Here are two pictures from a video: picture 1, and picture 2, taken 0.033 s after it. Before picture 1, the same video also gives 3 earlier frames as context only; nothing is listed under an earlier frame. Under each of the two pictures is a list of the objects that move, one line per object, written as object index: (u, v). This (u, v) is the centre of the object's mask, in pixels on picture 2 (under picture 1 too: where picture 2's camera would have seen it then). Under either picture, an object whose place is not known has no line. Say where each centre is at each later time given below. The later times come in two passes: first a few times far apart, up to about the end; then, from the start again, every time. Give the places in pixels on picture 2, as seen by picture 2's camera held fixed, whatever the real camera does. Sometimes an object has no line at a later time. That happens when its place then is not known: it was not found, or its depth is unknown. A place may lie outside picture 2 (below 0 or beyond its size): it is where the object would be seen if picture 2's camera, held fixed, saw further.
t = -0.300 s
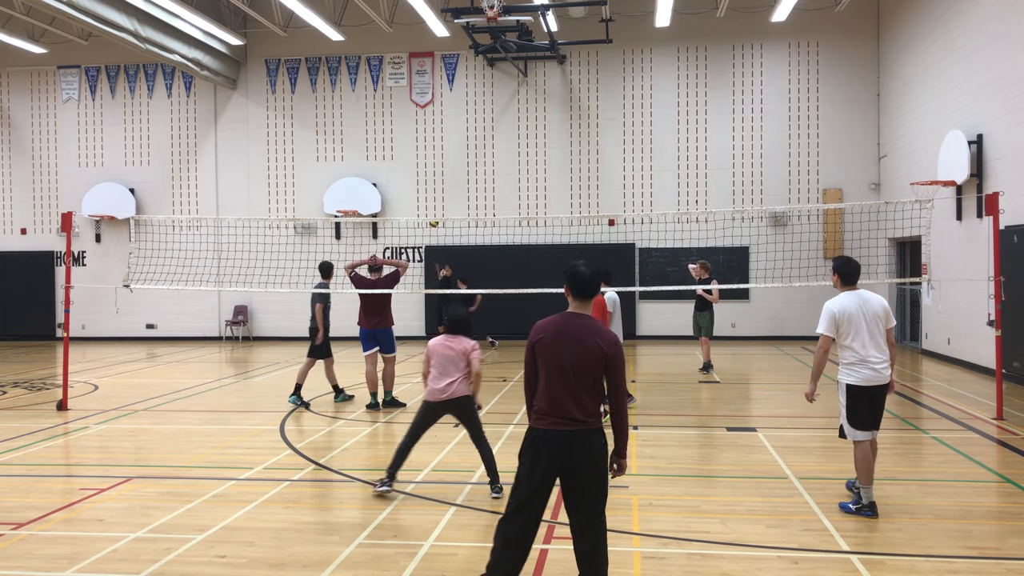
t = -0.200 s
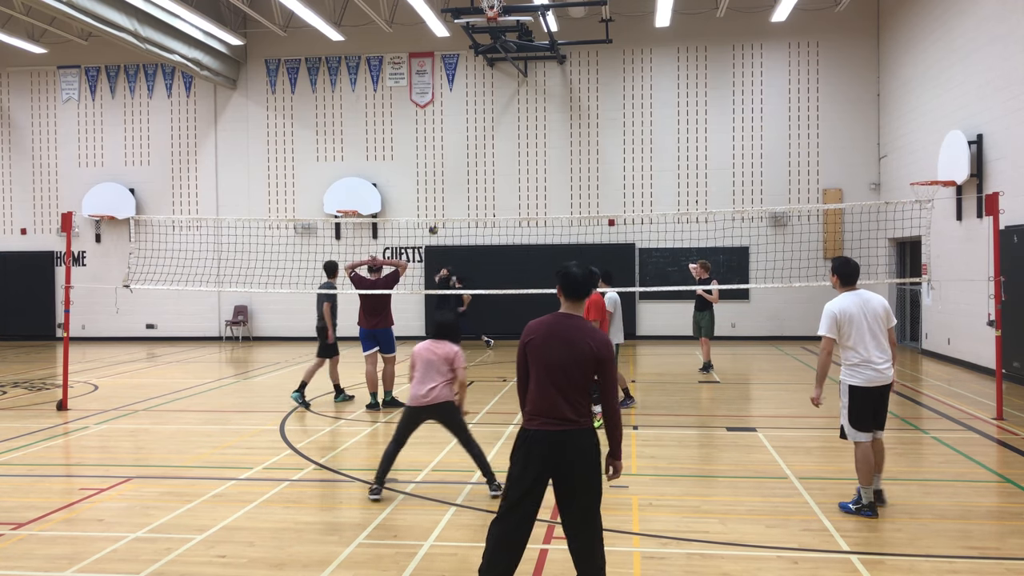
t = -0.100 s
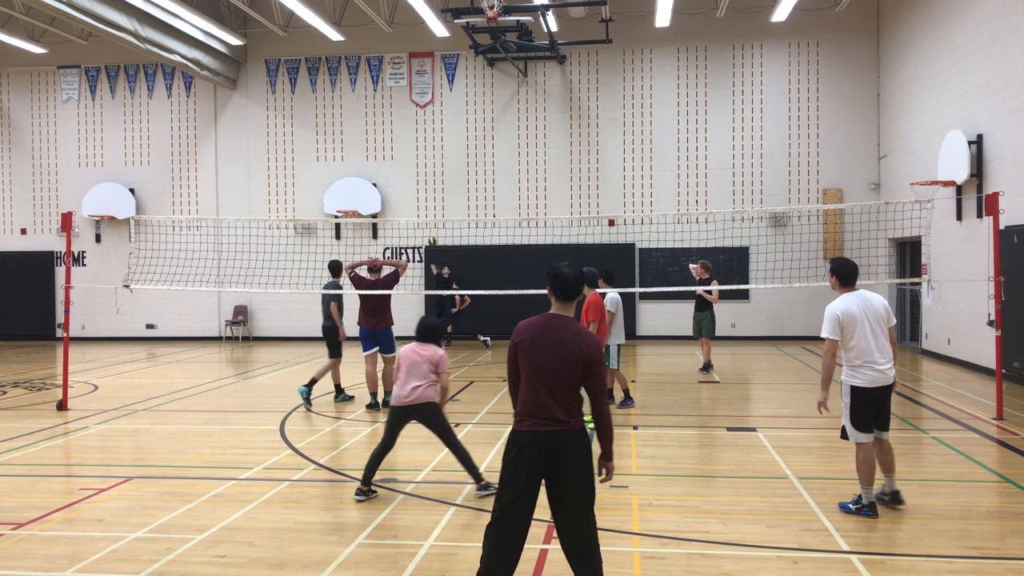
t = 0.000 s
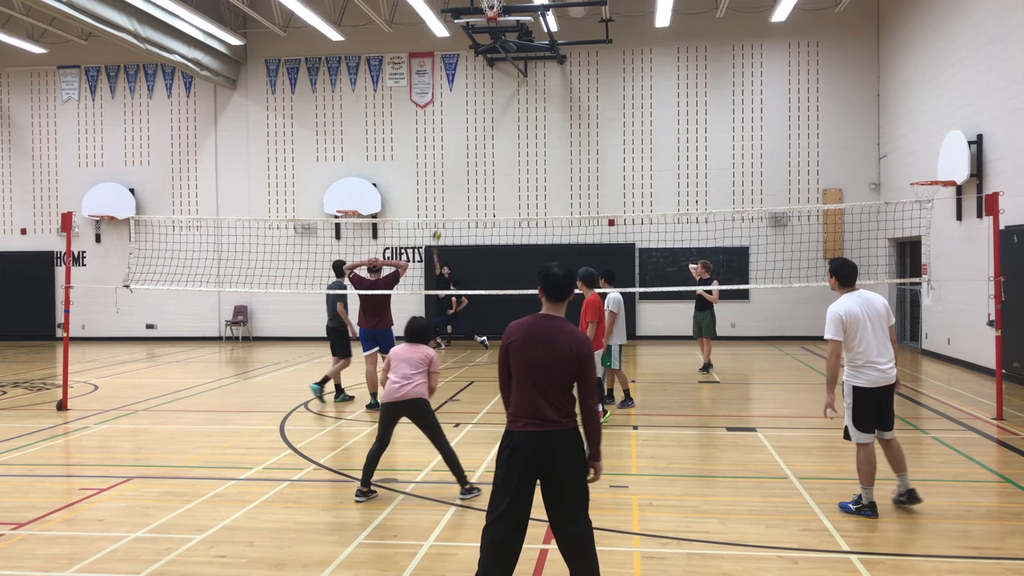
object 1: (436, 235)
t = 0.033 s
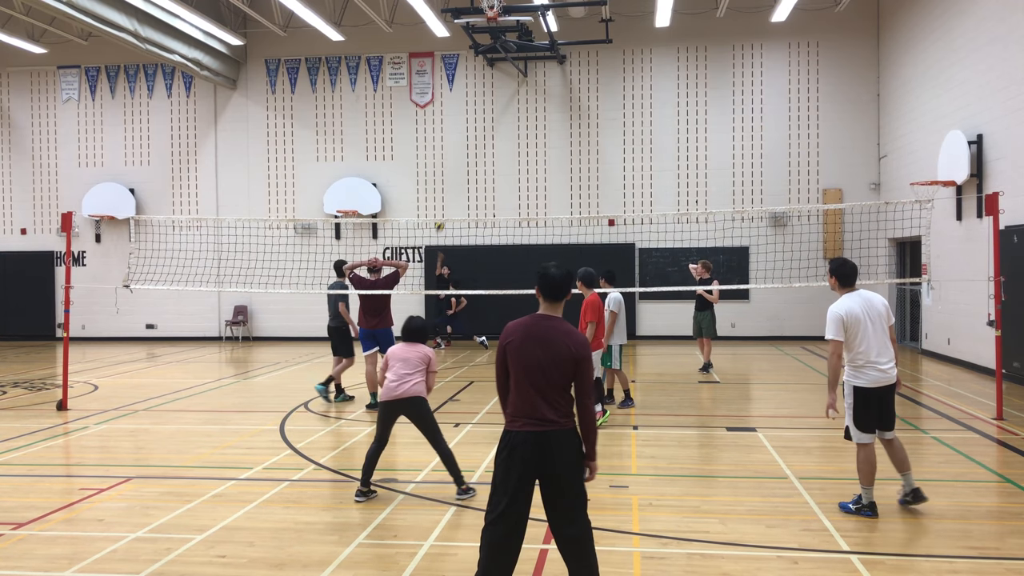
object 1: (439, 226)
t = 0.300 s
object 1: (465, 161)
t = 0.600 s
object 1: (506, 122)
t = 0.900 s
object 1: (565, 135)
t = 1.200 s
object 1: (654, 245)
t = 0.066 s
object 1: (443, 215)
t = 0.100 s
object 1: (445, 208)
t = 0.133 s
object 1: (448, 199)
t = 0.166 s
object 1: (451, 191)
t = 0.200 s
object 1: (454, 183)
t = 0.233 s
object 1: (458, 176)
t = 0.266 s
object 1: (461, 170)
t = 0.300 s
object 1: (465, 161)
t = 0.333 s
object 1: (469, 156)
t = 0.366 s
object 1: (473, 150)
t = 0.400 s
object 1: (478, 145)
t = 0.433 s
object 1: (482, 140)
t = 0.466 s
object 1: (487, 135)
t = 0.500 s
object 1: (491, 131)
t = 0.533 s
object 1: (496, 128)
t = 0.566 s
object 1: (501, 124)
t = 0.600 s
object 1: (506, 122)
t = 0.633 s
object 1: (511, 120)
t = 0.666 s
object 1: (517, 119)
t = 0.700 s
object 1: (523, 119)
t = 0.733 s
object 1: (529, 119)
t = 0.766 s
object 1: (536, 121)
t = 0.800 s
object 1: (542, 123)
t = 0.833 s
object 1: (550, 126)
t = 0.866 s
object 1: (557, 130)
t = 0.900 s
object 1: (565, 135)
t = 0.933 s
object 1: (572, 141)
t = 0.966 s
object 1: (580, 148)
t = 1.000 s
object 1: (589, 157)
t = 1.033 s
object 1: (599, 167)
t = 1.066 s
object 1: (609, 180)
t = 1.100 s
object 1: (619, 192)
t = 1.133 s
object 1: (629, 208)
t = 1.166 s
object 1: (640, 225)
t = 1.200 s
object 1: (654, 245)
